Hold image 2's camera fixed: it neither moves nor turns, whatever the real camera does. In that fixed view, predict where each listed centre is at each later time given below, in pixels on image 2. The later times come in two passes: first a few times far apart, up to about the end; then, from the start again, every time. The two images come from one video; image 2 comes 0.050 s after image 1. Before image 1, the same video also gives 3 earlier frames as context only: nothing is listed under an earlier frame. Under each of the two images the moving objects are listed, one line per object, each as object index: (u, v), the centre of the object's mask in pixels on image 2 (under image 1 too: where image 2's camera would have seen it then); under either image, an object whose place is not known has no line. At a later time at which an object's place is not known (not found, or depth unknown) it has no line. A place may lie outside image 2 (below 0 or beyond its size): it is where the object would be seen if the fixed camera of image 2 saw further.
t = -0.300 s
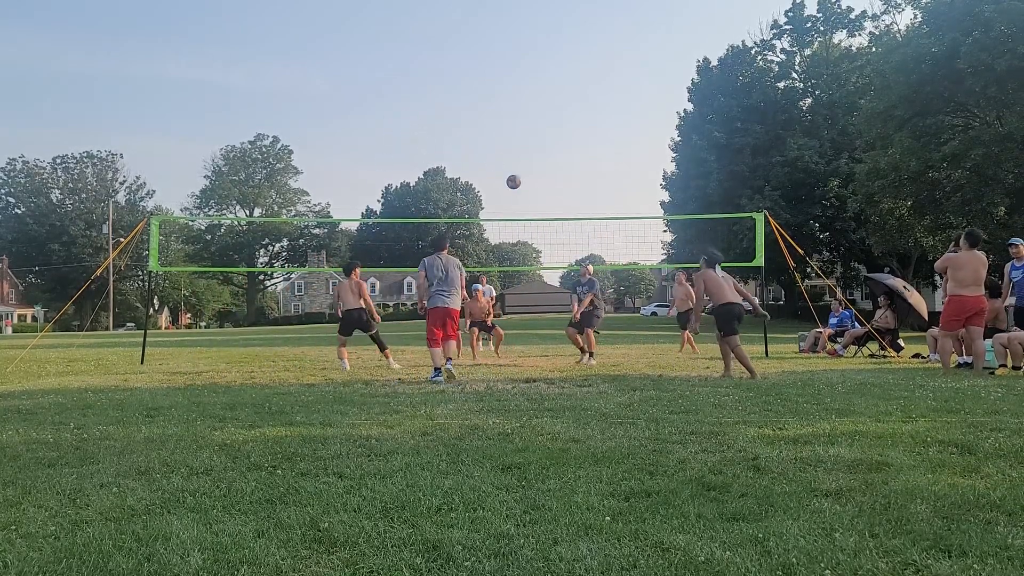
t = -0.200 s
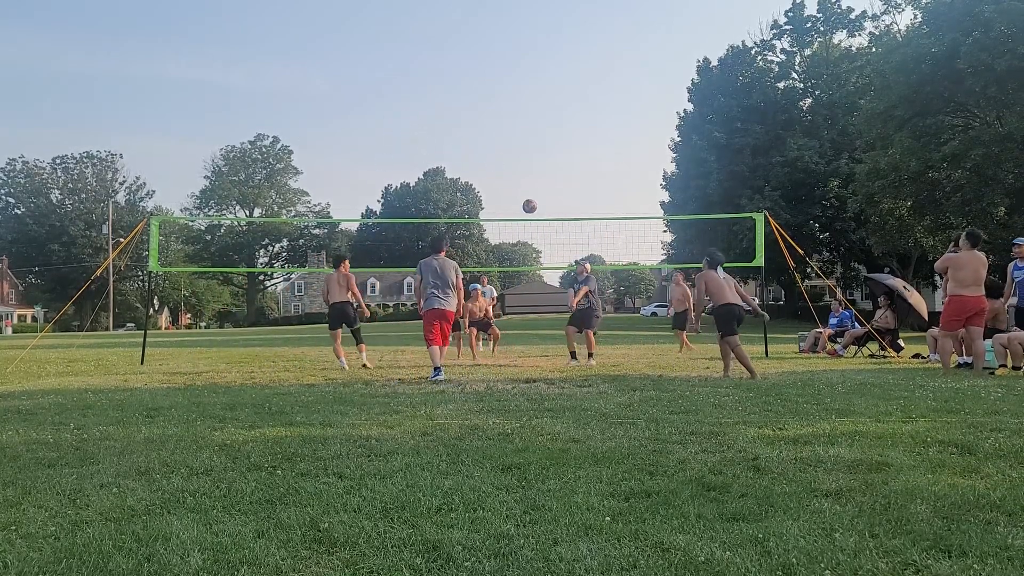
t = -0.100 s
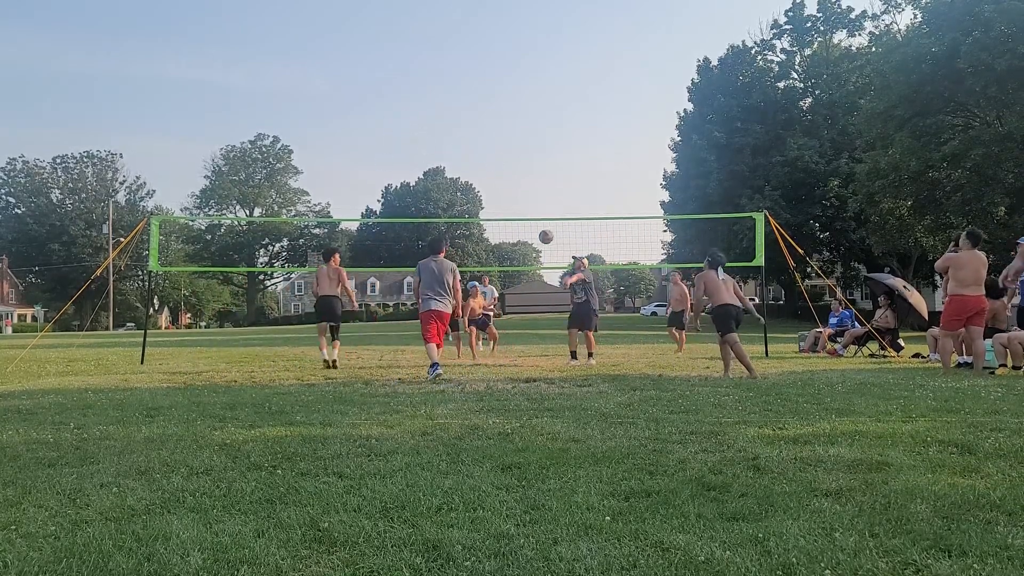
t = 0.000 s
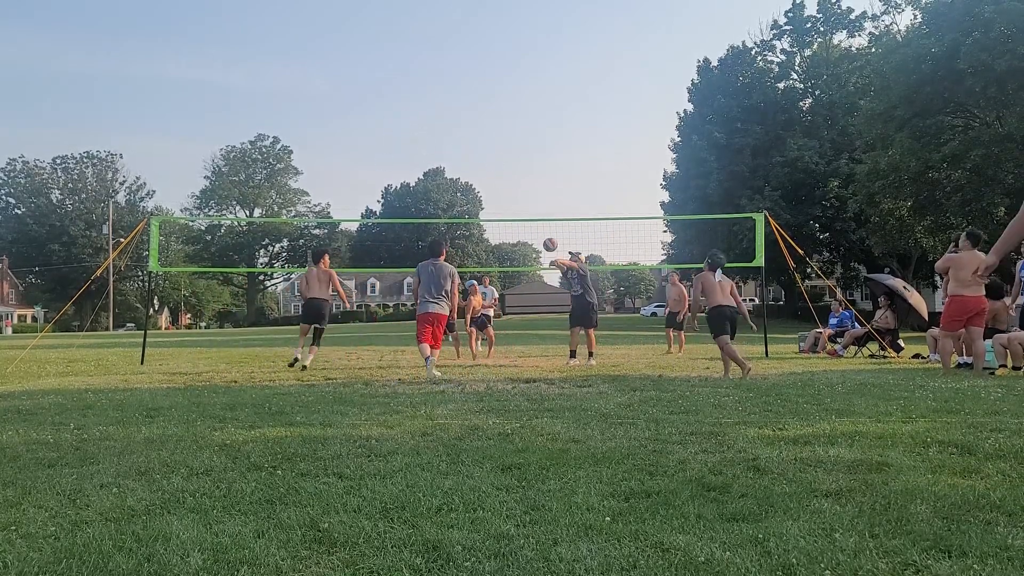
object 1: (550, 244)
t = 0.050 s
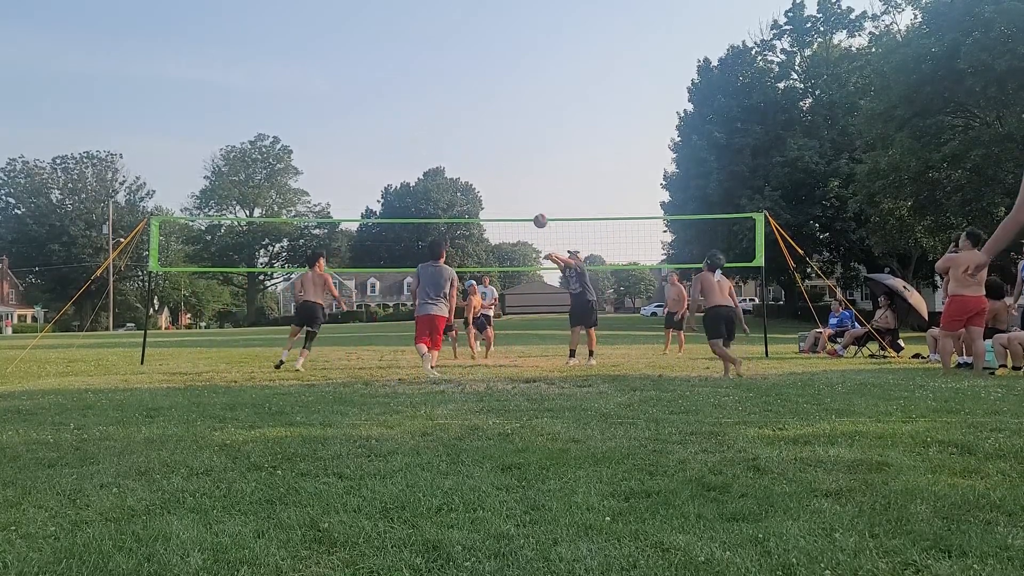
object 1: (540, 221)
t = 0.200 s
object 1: (513, 162)
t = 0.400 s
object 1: (480, 110)
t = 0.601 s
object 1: (450, 86)
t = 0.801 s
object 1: (423, 91)
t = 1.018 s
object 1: (395, 124)
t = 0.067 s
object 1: (537, 213)
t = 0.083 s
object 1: (534, 206)
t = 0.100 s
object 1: (531, 199)
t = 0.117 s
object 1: (528, 192)
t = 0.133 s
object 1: (525, 186)
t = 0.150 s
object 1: (522, 179)
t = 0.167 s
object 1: (519, 173)
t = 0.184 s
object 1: (516, 167)
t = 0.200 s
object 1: (513, 162)
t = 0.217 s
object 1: (510, 156)
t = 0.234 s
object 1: (507, 151)
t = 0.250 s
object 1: (504, 146)
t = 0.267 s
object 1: (502, 141)
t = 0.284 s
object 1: (499, 137)
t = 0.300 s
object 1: (496, 132)
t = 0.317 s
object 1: (494, 128)
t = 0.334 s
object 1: (491, 124)
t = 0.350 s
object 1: (488, 120)
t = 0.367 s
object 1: (485, 117)
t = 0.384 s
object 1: (483, 113)
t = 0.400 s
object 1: (480, 110)
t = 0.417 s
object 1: (478, 107)
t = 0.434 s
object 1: (475, 104)
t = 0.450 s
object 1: (473, 101)
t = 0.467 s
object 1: (470, 99)
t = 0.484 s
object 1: (467, 96)
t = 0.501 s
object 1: (465, 95)
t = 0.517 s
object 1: (462, 93)
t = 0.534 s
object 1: (460, 91)
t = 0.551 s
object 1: (457, 90)
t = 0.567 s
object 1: (455, 88)
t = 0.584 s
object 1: (453, 87)
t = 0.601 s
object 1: (450, 86)
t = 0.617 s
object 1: (448, 86)
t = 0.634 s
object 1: (445, 85)
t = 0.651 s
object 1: (443, 85)
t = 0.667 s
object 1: (441, 85)
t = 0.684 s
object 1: (439, 85)
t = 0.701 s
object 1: (436, 85)
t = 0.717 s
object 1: (434, 86)
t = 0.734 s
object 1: (432, 86)
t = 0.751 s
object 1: (430, 87)
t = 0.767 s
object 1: (427, 88)
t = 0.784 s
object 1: (425, 89)
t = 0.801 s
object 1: (423, 91)
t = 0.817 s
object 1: (421, 92)
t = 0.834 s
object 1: (419, 94)
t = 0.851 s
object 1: (416, 95)
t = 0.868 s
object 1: (414, 97)
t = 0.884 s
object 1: (412, 100)
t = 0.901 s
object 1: (410, 102)
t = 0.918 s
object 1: (408, 105)
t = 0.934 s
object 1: (406, 107)
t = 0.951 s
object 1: (404, 110)
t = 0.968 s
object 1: (401, 113)
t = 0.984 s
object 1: (399, 116)
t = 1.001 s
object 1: (397, 120)
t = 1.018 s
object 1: (395, 124)
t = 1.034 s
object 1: (393, 127)
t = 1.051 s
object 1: (391, 131)
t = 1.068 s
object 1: (389, 135)
